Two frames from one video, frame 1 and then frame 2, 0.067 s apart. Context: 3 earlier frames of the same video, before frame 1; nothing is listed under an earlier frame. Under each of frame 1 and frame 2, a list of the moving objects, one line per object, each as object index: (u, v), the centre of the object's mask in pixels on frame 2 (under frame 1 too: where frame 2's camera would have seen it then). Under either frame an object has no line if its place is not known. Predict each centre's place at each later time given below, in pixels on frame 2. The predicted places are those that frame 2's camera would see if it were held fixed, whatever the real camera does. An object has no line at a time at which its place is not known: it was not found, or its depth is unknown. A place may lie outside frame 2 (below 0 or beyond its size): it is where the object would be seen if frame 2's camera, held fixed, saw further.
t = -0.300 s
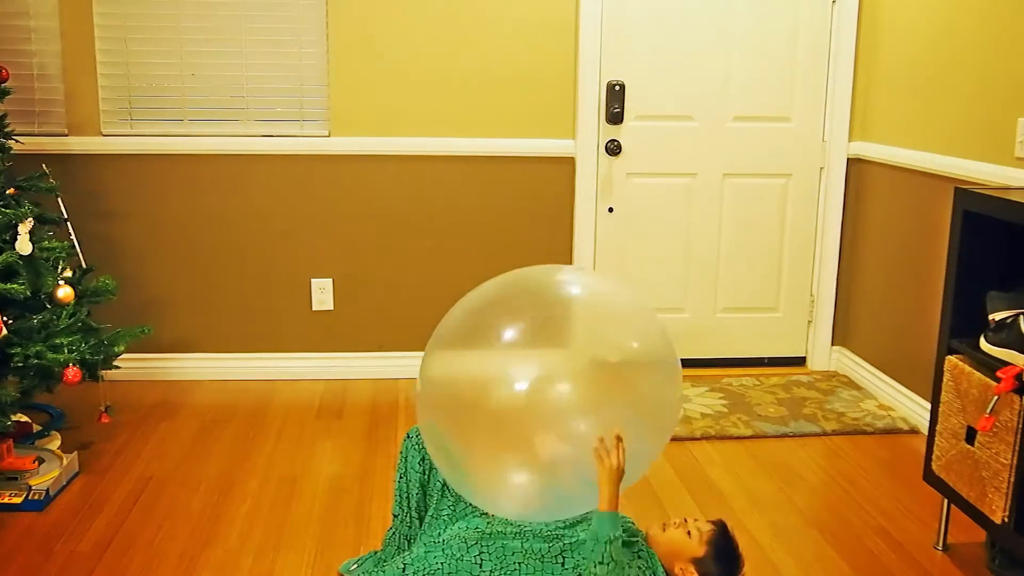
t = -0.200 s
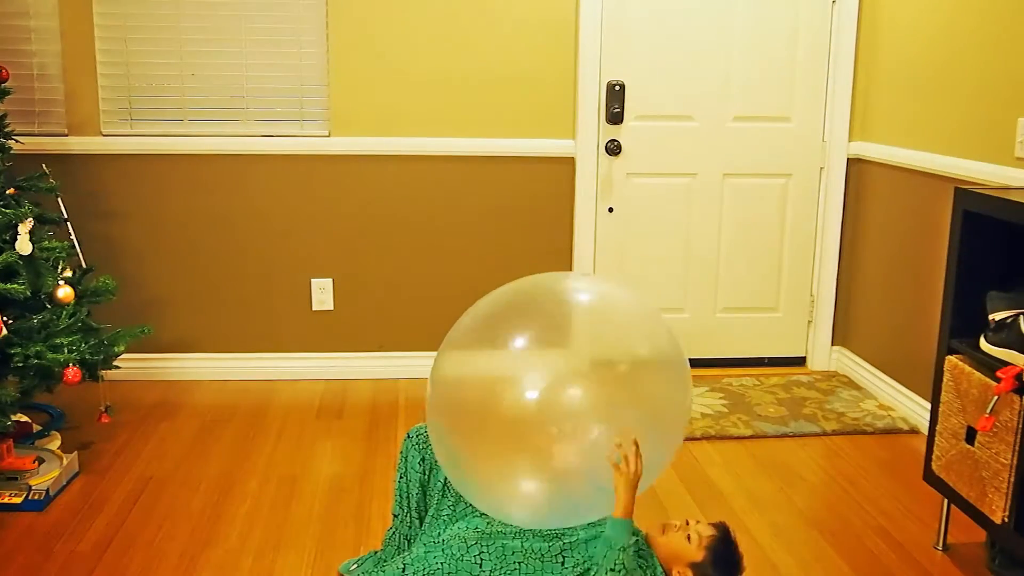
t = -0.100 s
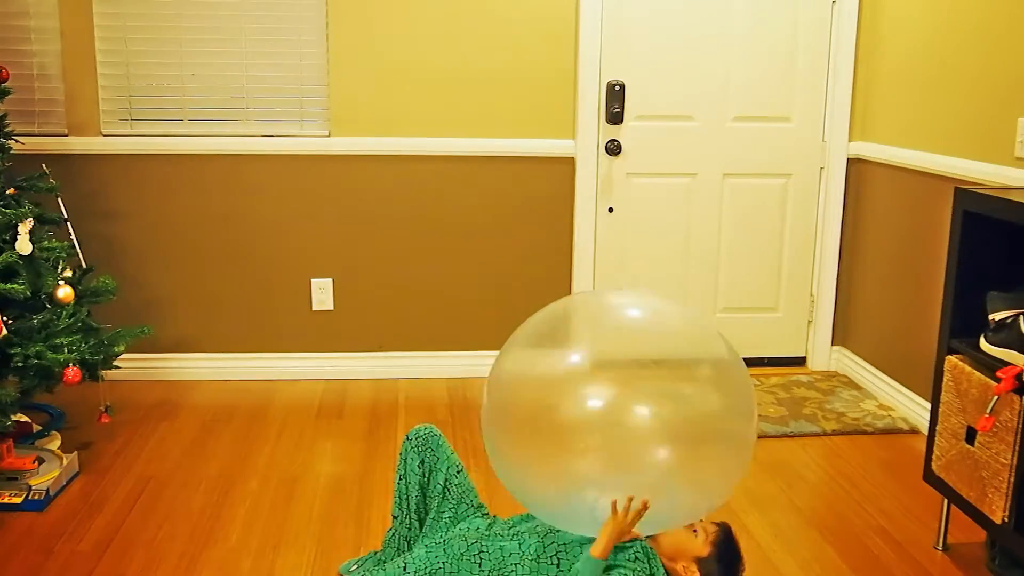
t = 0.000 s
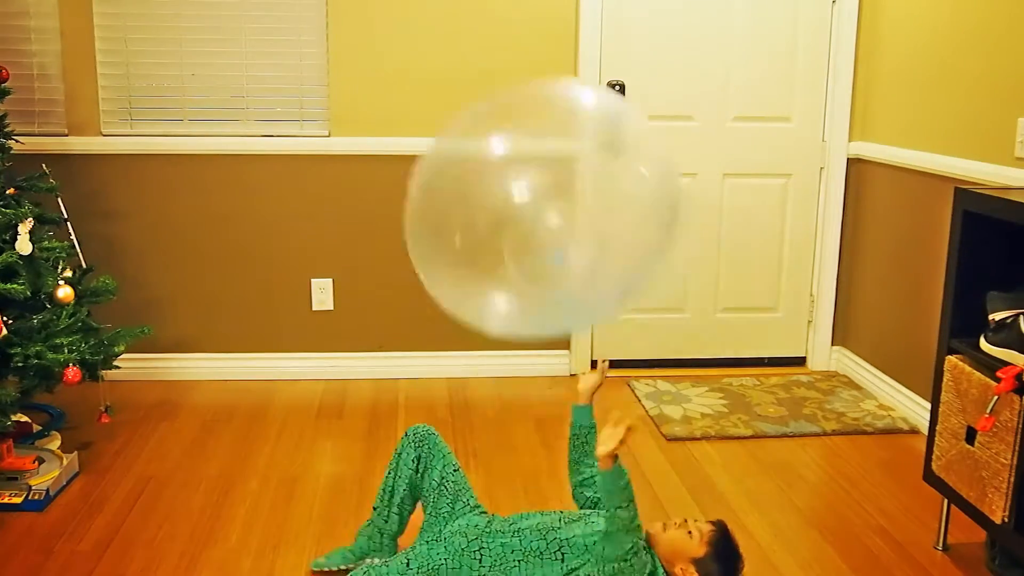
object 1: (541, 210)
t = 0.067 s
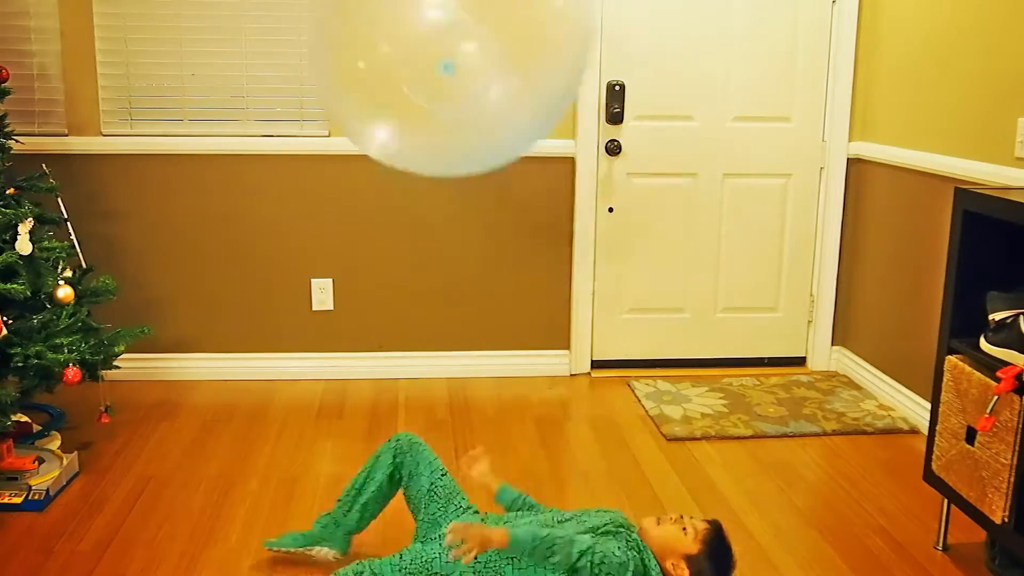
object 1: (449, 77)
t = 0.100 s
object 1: (405, 68)
